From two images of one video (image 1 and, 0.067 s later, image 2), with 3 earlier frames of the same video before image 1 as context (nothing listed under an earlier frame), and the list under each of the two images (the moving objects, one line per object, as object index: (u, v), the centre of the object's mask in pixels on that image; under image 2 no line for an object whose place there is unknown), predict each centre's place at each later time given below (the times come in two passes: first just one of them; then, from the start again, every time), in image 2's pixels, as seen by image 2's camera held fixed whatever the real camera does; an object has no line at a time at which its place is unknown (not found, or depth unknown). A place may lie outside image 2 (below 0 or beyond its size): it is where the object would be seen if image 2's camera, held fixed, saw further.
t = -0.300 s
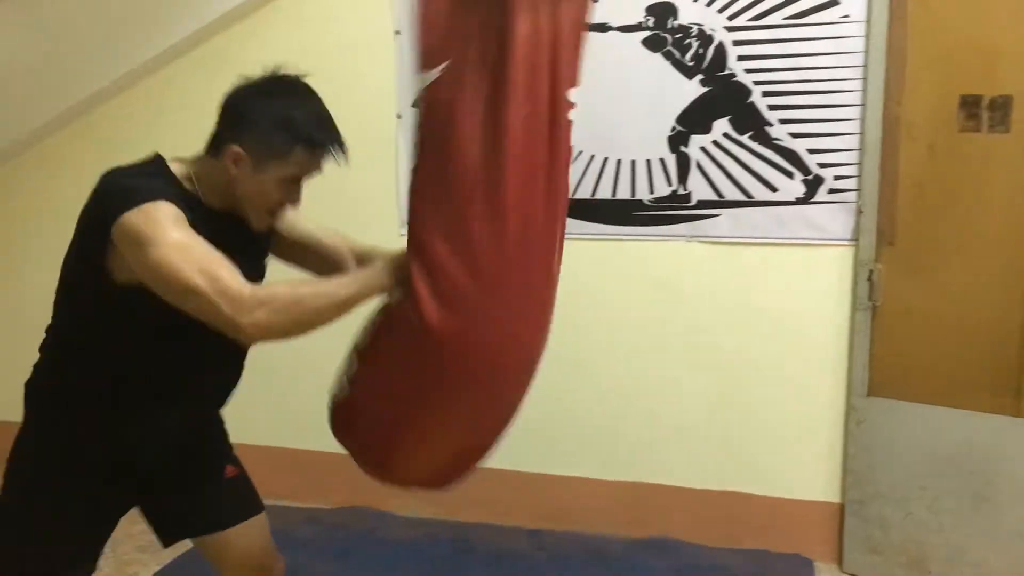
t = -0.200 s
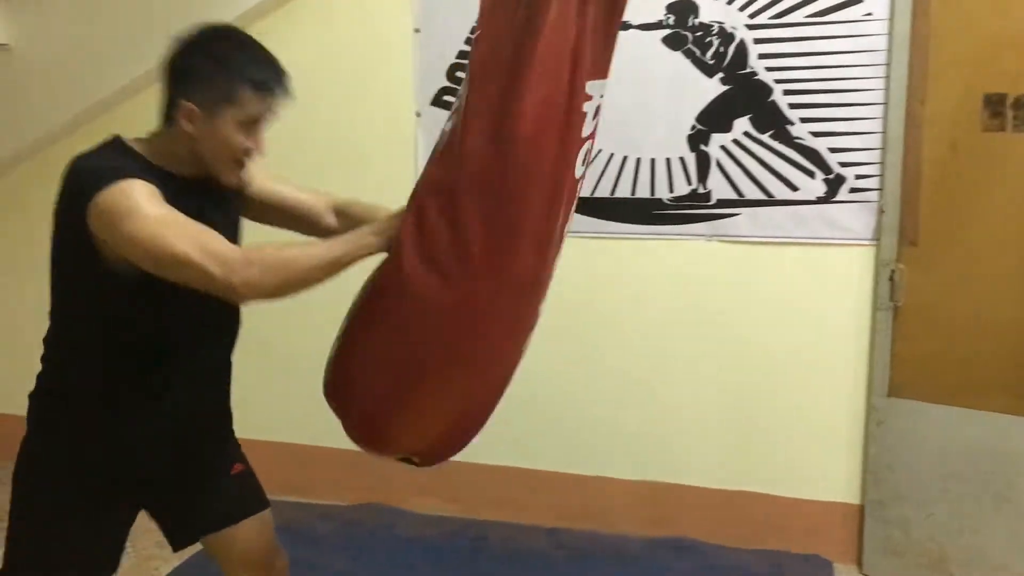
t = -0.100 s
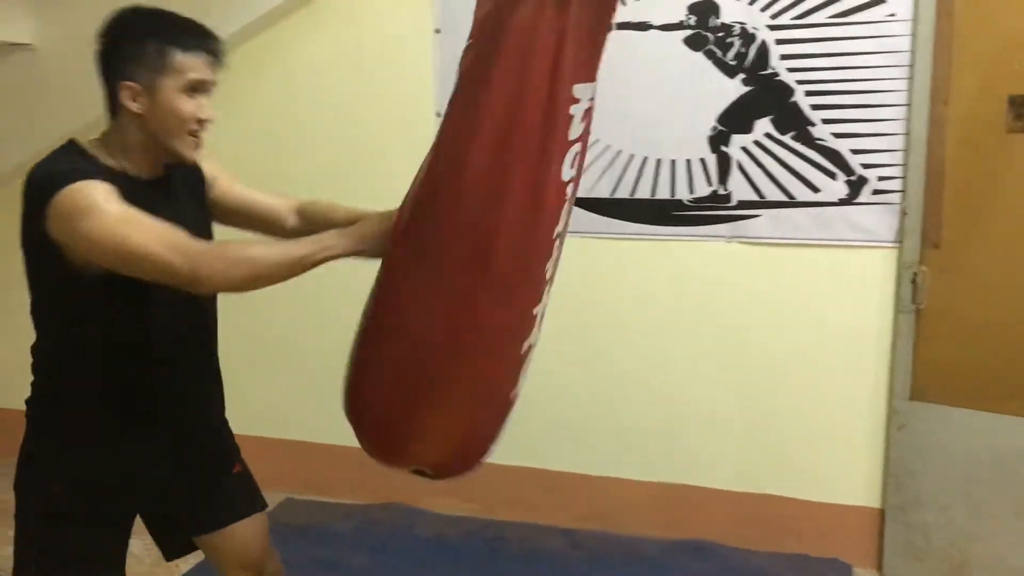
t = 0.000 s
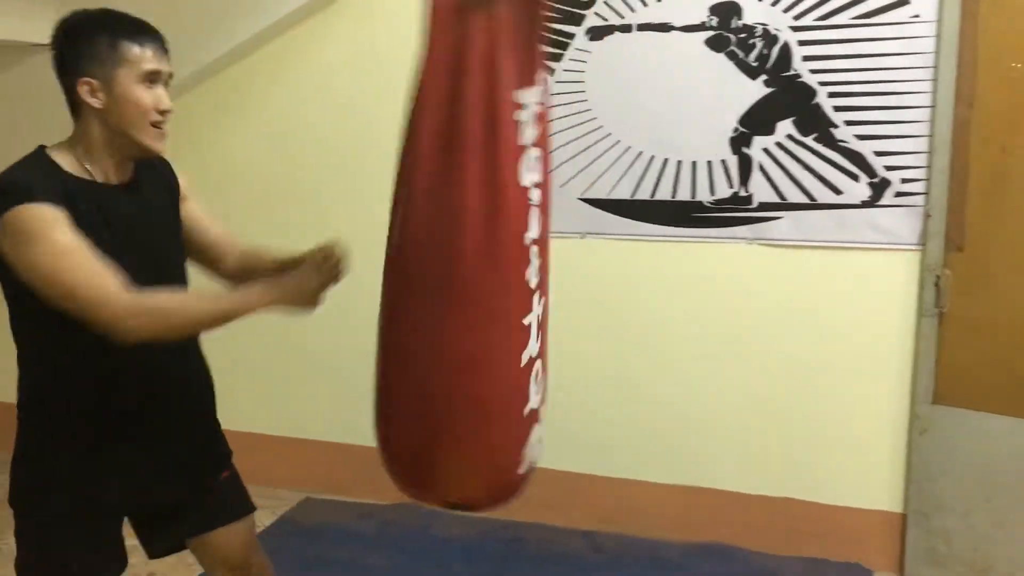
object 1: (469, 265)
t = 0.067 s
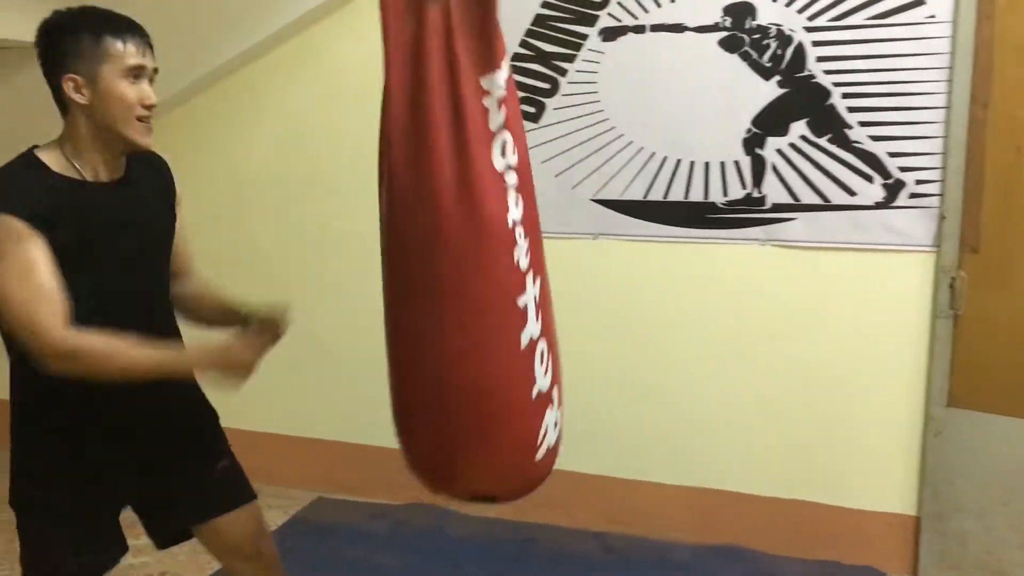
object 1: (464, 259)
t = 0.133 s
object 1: (450, 250)
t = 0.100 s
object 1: (457, 255)
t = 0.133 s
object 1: (450, 250)
